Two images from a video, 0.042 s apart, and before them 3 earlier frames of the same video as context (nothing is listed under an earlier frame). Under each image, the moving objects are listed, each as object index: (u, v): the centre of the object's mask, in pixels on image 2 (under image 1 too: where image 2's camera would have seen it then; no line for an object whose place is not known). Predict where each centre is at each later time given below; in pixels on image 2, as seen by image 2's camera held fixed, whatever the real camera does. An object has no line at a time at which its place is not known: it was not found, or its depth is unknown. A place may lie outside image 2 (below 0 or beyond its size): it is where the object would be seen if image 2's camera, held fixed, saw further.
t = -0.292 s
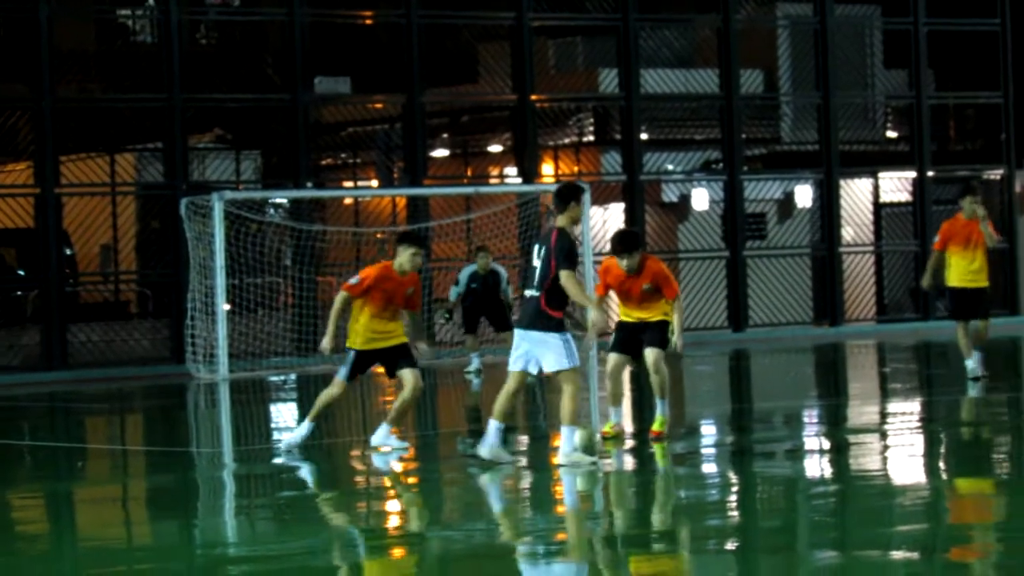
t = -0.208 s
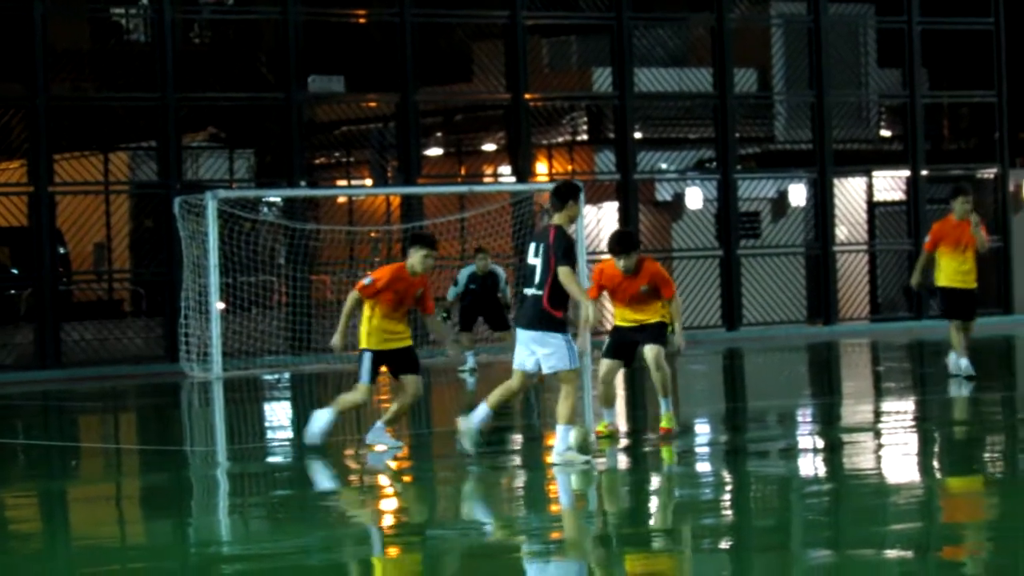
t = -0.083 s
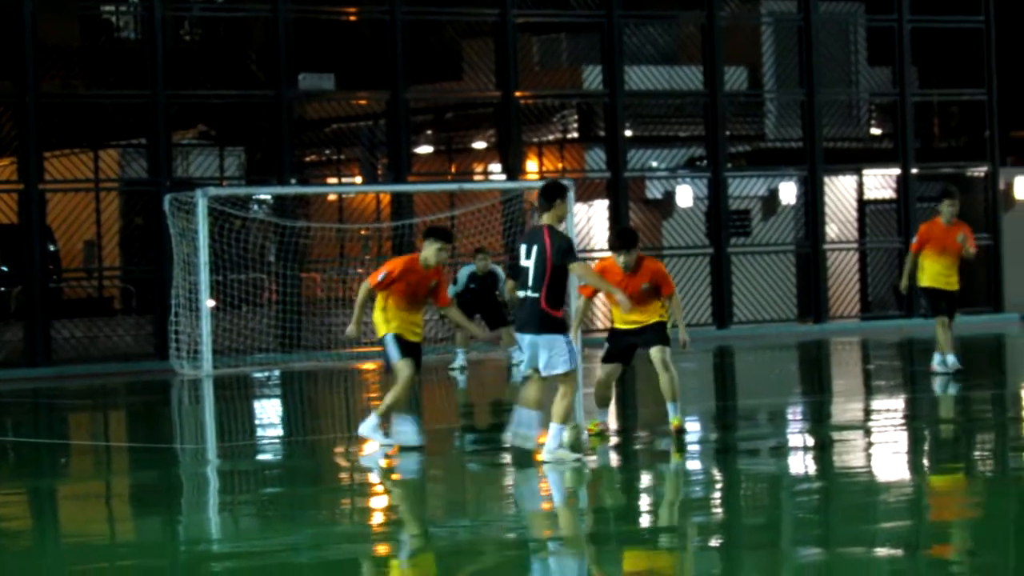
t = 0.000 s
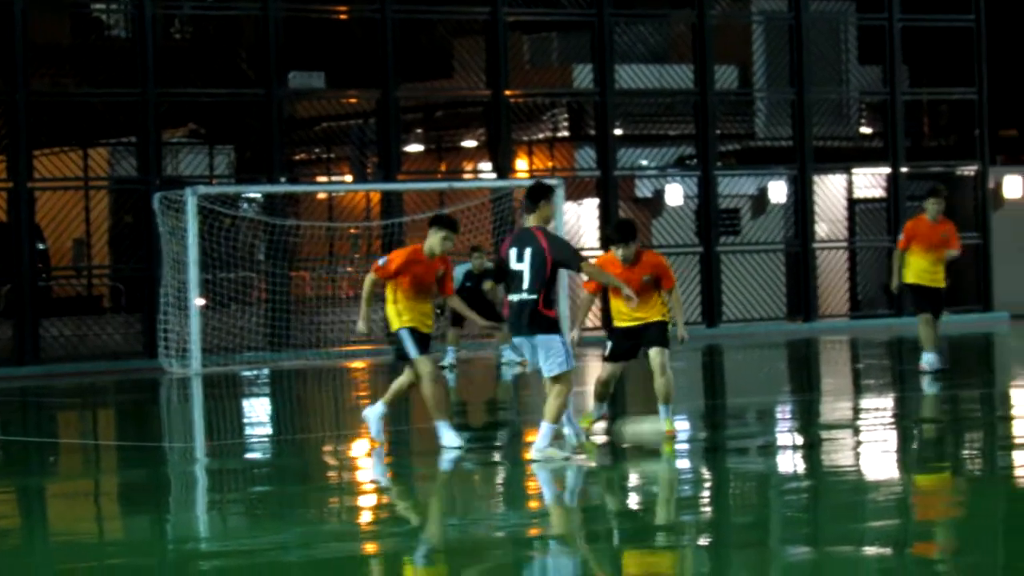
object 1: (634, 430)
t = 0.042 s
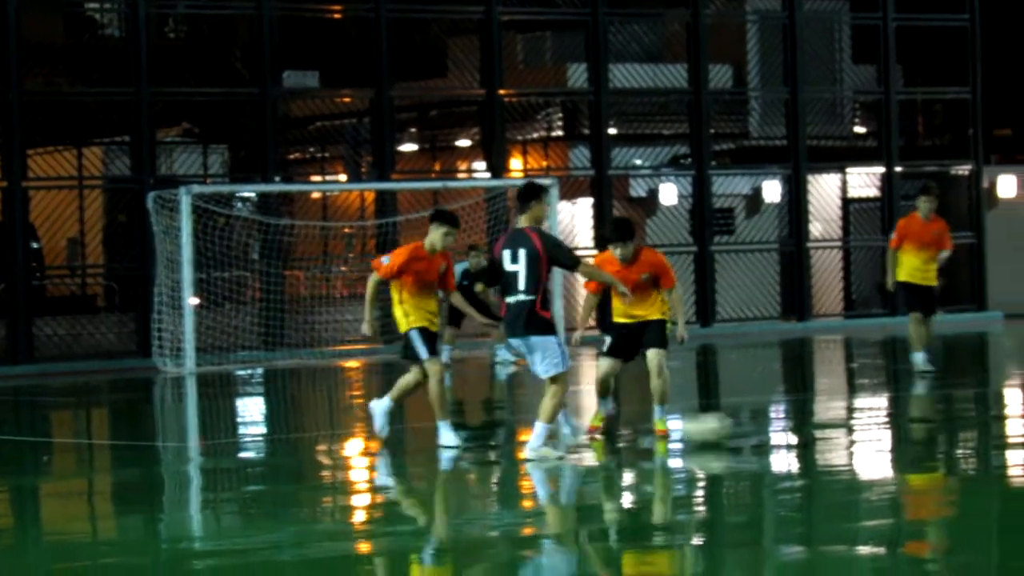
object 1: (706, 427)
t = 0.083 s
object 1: (754, 423)
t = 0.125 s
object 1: (811, 423)
